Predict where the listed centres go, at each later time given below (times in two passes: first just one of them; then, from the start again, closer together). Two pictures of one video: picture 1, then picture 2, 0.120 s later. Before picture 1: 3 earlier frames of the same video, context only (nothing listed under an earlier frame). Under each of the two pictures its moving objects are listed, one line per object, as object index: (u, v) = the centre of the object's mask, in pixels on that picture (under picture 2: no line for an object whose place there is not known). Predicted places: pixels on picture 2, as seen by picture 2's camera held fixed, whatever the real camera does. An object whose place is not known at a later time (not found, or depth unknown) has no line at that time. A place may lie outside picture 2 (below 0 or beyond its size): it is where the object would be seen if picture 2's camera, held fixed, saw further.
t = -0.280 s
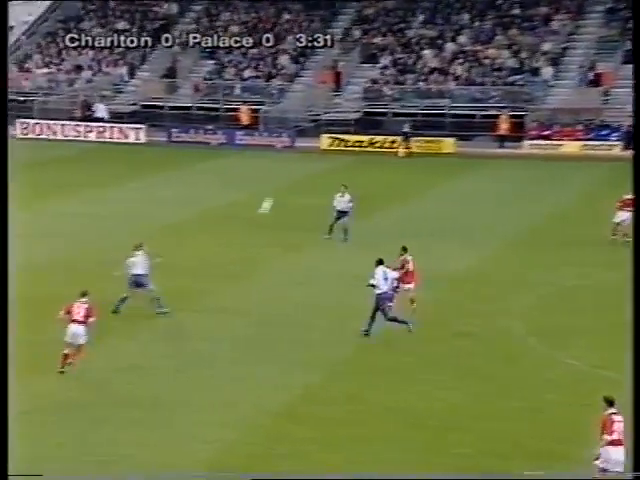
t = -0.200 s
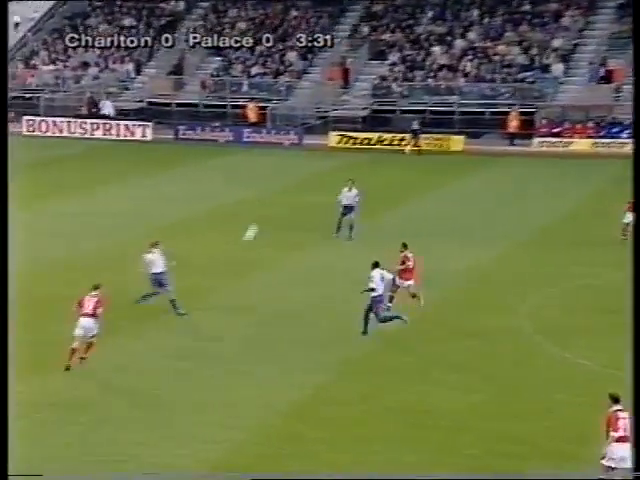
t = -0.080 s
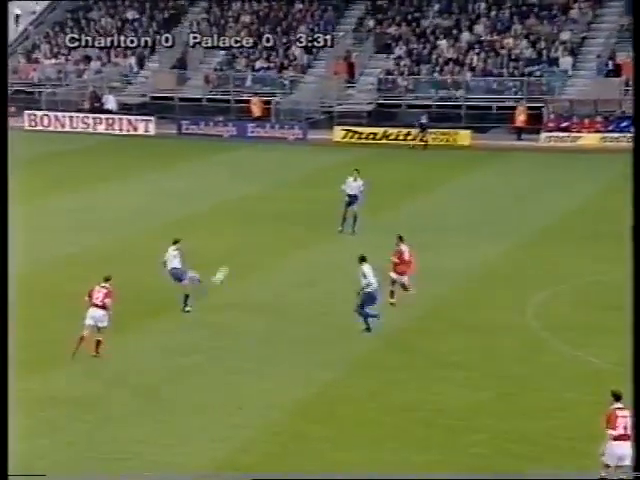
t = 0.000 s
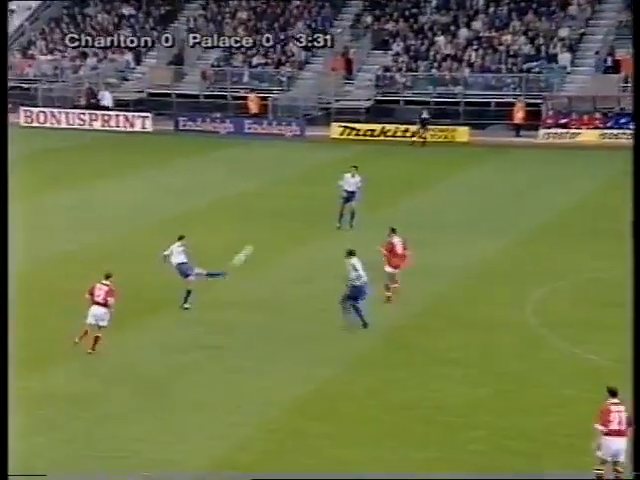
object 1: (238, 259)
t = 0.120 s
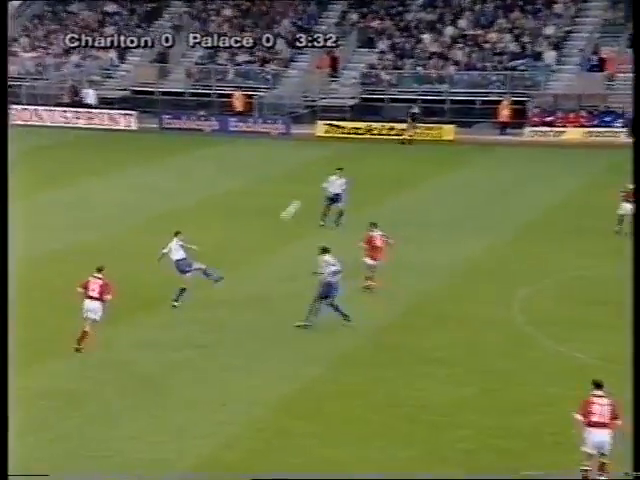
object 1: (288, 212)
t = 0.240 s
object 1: (356, 171)
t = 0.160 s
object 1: (312, 196)
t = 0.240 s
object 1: (356, 171)
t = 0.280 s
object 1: (375, 160)
